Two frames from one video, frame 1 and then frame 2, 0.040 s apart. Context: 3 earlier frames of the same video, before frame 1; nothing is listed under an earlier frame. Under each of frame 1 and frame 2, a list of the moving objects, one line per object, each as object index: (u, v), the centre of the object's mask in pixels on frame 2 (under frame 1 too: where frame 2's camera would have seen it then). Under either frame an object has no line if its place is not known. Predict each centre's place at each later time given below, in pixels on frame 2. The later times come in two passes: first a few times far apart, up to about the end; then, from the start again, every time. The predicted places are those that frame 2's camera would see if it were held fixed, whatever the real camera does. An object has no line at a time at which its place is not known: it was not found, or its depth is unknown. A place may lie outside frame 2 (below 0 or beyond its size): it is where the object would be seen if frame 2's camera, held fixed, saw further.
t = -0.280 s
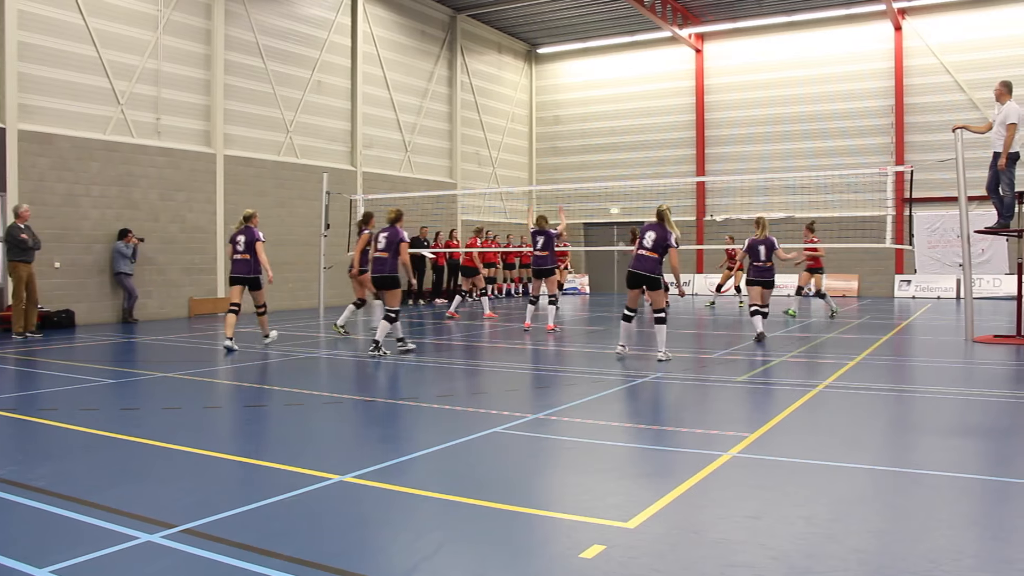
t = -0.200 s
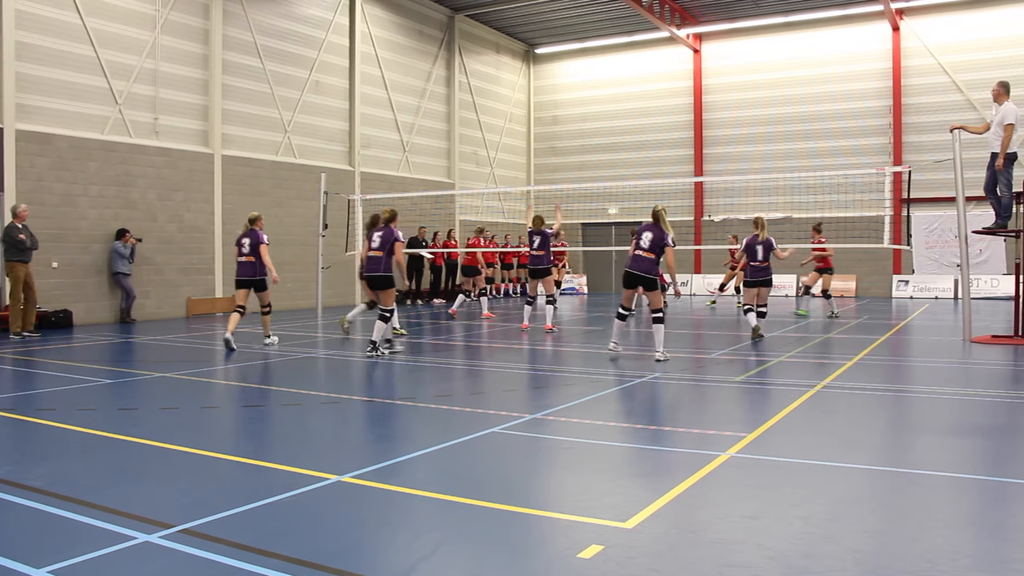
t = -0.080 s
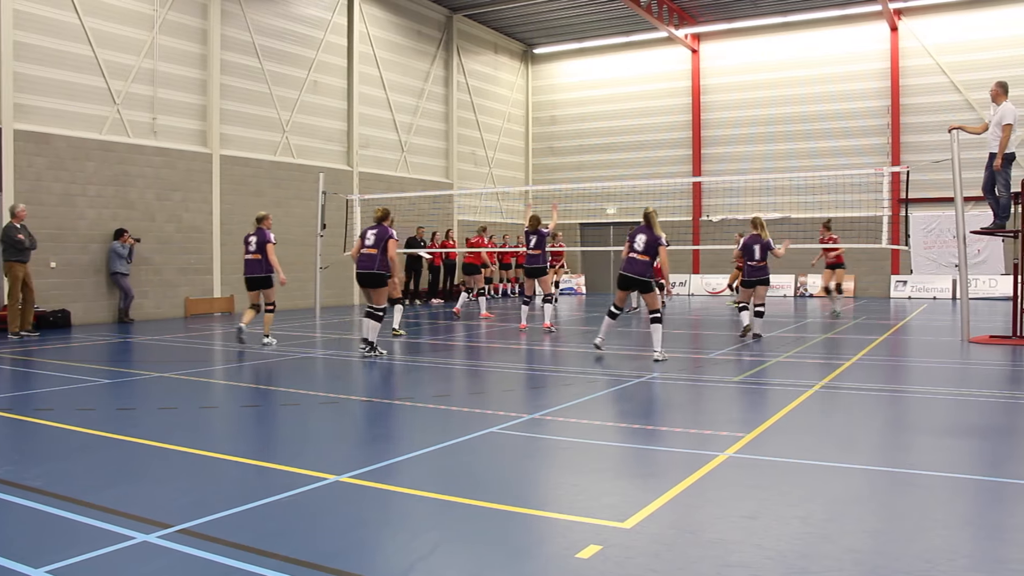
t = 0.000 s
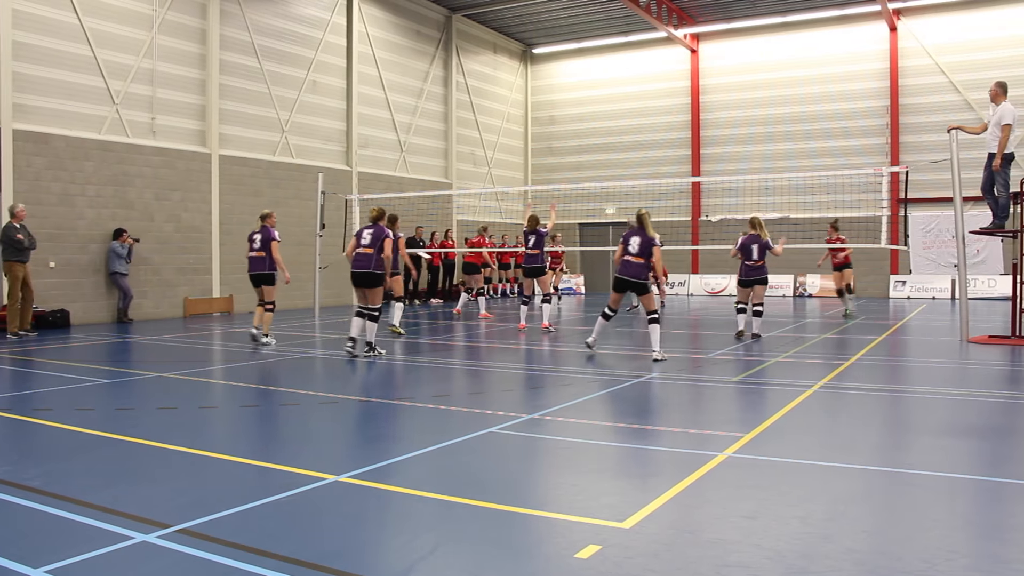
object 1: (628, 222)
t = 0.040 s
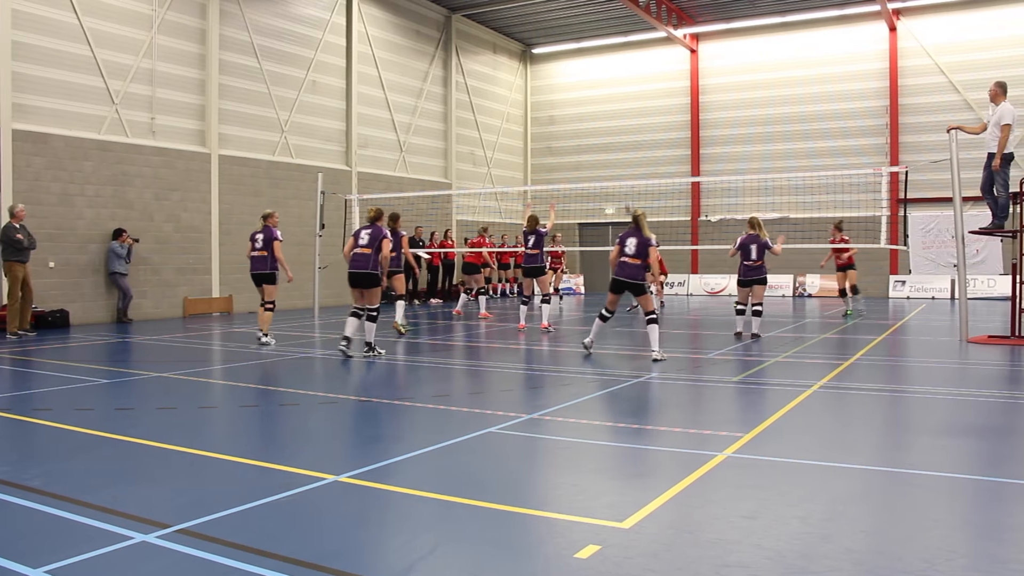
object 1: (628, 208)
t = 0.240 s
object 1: (622, 154)
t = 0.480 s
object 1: (613, 113)
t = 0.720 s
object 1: (604, 98)
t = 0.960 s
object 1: (596, 111)
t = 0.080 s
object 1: (628, 197)
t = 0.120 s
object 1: (626, 187)
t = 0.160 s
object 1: (624, 175)
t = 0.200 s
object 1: (623, 165)
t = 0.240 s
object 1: (622, 154)
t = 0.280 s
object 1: (622, 146)
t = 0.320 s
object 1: (620, 138)
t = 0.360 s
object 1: (618, 131)
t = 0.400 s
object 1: (616, 124)
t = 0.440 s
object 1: (615, 118)
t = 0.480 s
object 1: (613, 113)
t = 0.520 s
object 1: (611, 109)
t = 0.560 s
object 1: (609, 105)
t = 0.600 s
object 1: (608, 102)
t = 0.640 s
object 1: (606, 100)
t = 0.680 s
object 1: (605, 99)
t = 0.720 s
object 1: (604, 98)
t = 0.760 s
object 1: (602, 97)
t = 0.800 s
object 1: (601, 99)
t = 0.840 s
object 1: (599, 100)
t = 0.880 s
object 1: (598, 103)
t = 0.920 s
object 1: (597, 107)
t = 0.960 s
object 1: (596, 111)
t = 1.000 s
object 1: (594, 116)
